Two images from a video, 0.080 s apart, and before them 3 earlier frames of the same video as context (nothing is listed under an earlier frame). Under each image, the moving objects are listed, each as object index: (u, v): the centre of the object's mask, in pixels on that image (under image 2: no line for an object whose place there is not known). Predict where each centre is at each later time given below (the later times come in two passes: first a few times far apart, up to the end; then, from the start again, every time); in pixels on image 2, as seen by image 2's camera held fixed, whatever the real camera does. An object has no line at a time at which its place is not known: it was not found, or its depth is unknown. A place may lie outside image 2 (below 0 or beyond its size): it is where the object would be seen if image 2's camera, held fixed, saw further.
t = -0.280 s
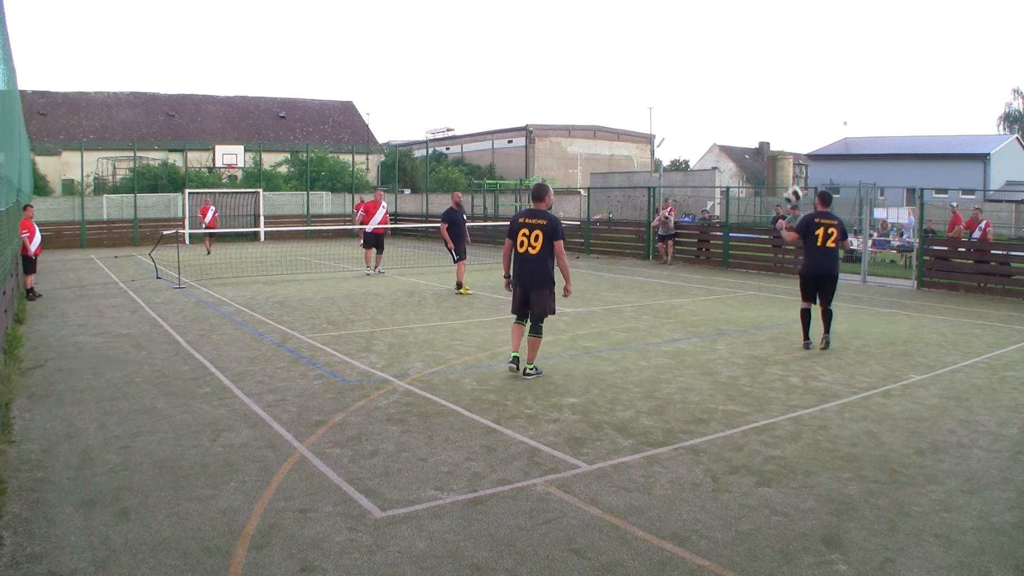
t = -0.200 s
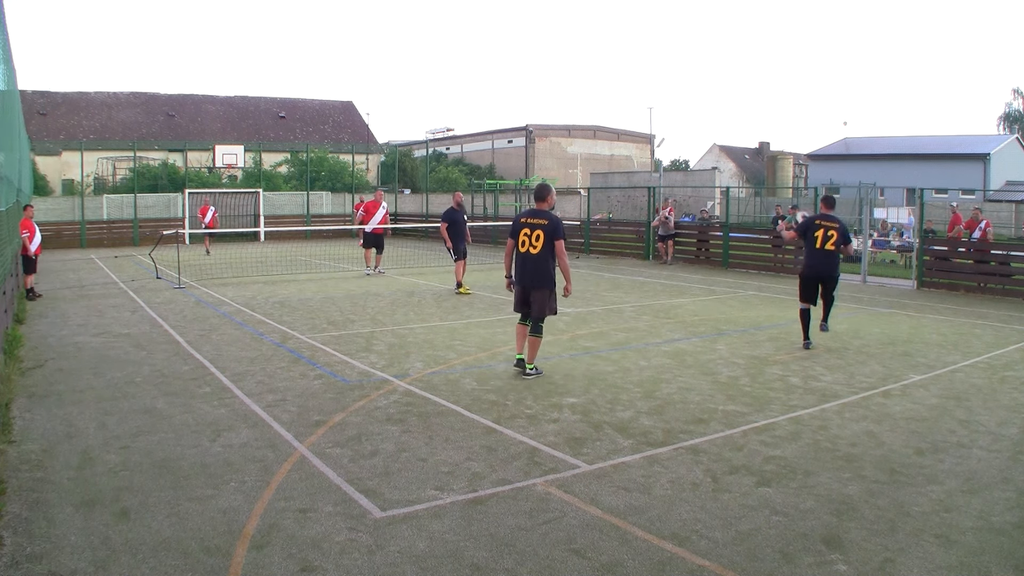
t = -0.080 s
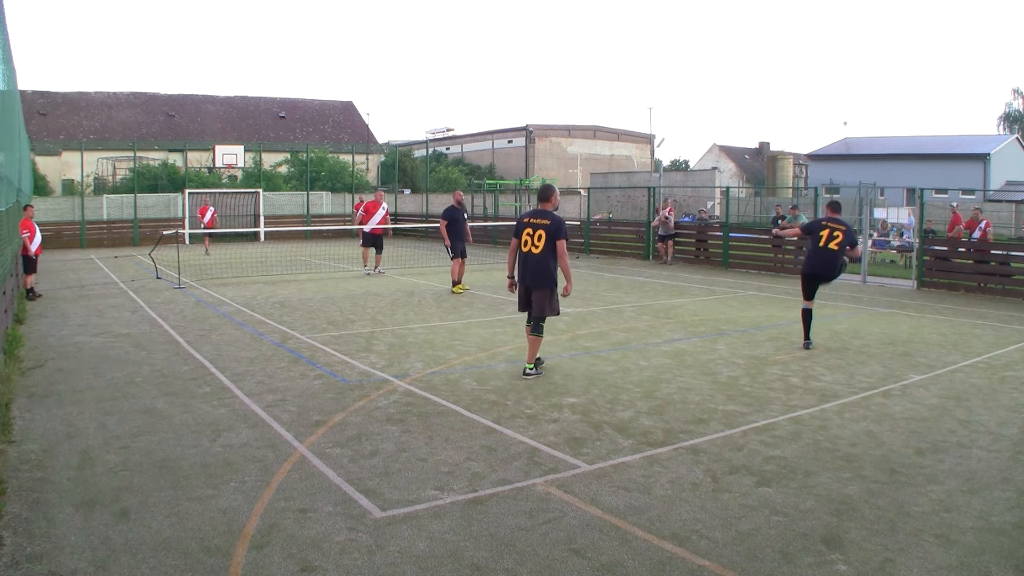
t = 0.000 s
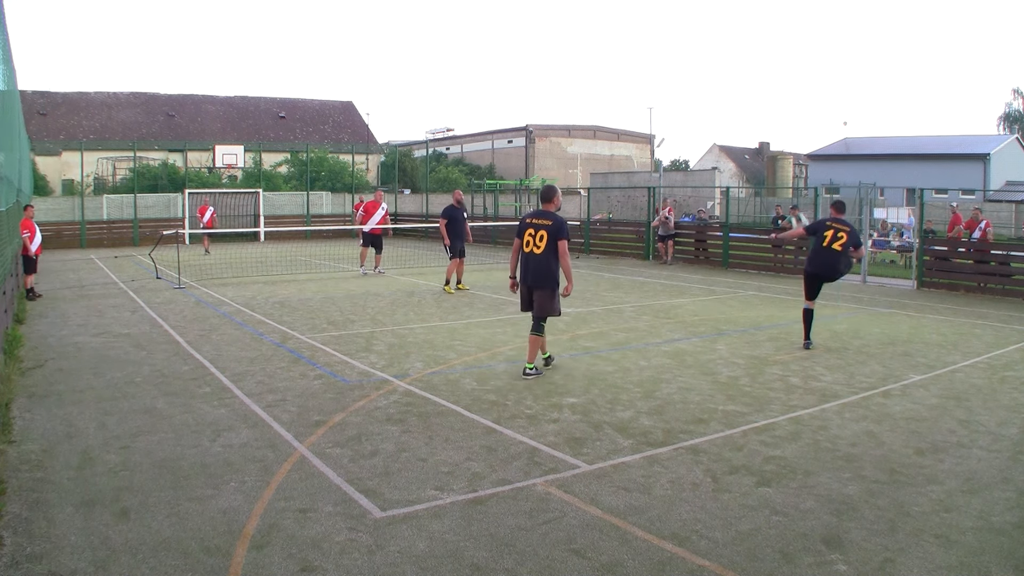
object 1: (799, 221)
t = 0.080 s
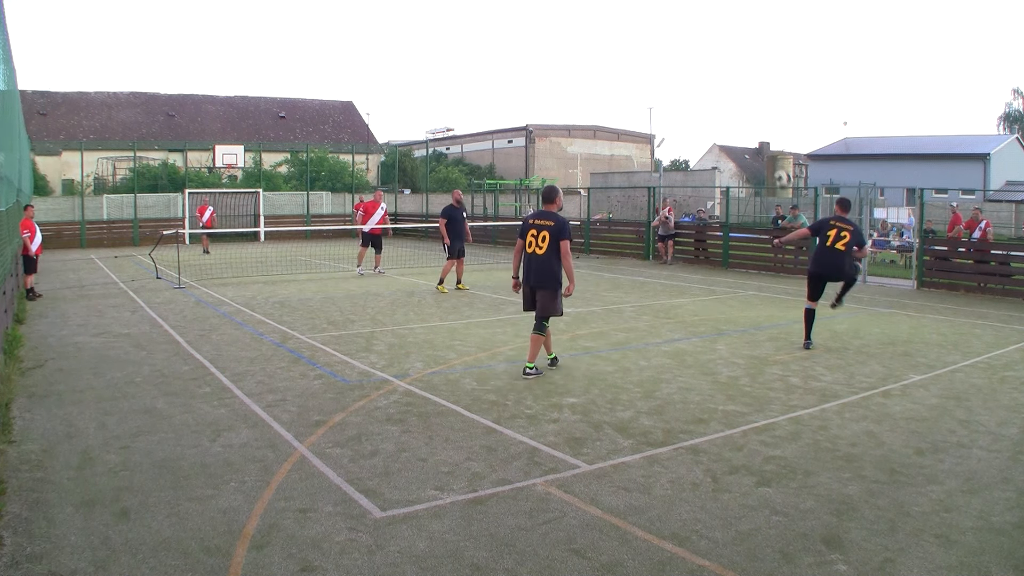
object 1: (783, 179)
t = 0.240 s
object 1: (748, 112)
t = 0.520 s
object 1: (689, 50)
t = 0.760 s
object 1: (643, 48)
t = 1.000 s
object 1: (600, 86)
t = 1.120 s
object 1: (580, 120)
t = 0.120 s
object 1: (774, 160)
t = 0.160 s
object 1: (766, 143)
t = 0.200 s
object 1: (757, 127)
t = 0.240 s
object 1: (748, 112)
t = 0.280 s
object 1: (739, 99)
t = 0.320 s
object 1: (731, 88)
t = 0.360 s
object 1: (722, 78)
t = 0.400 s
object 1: (714, 69)
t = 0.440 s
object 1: (706, 61)
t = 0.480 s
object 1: (698, 55)
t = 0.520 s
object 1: (689, 50)
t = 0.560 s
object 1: (681, 47)
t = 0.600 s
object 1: (673, 45)
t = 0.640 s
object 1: (665, 44)
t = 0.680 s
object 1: (658, 44)
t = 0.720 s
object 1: (650, 45)
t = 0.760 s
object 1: (643, 48)
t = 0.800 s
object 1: (636, 51)
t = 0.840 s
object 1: (628, 56)
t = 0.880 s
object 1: (621, 62)
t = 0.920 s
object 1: (614, 69)
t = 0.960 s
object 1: (607, 77)
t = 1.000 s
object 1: (600, 86)
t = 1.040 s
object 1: (593, 96)
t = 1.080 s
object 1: (587, 108)
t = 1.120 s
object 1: (580, 120)
